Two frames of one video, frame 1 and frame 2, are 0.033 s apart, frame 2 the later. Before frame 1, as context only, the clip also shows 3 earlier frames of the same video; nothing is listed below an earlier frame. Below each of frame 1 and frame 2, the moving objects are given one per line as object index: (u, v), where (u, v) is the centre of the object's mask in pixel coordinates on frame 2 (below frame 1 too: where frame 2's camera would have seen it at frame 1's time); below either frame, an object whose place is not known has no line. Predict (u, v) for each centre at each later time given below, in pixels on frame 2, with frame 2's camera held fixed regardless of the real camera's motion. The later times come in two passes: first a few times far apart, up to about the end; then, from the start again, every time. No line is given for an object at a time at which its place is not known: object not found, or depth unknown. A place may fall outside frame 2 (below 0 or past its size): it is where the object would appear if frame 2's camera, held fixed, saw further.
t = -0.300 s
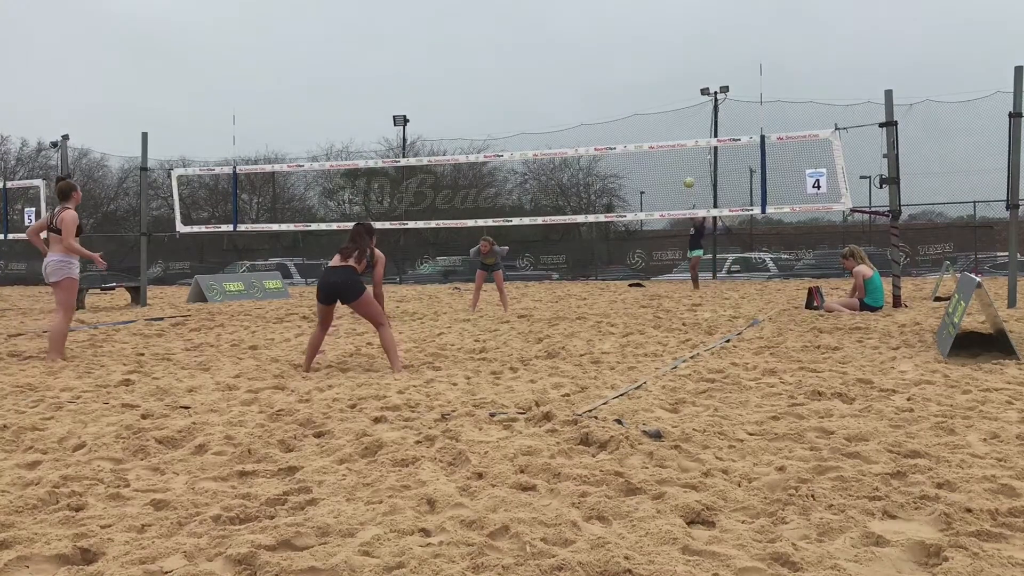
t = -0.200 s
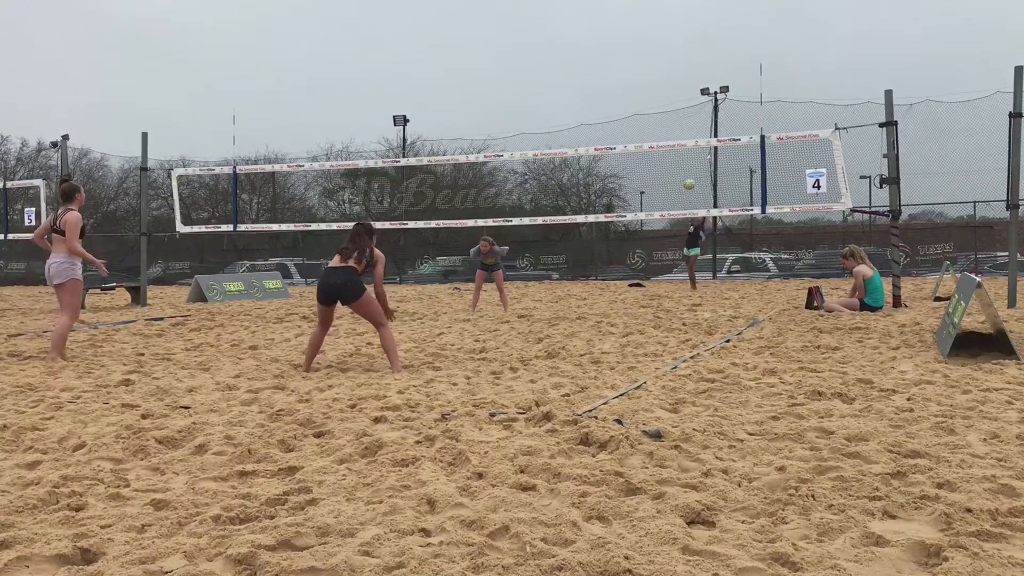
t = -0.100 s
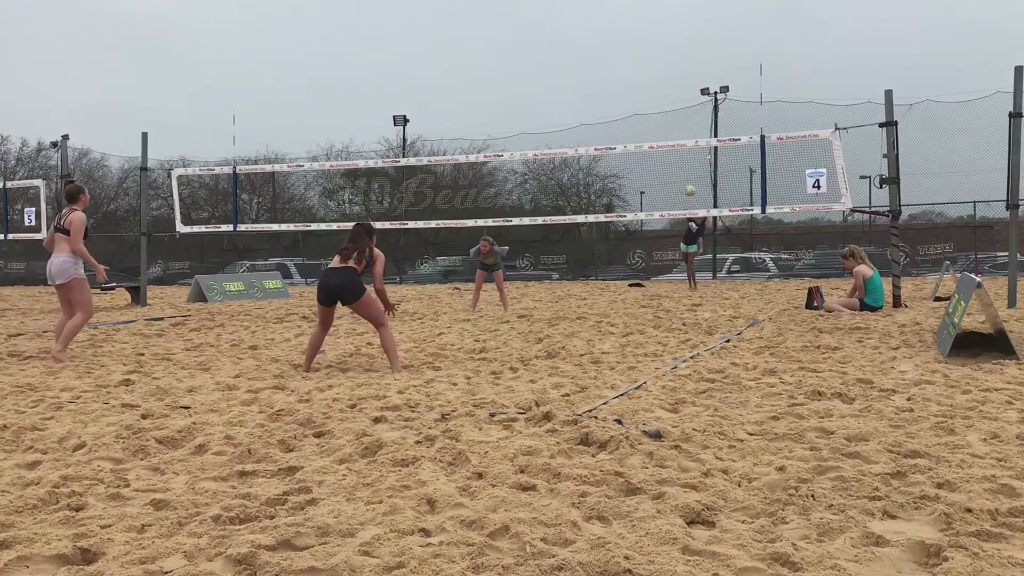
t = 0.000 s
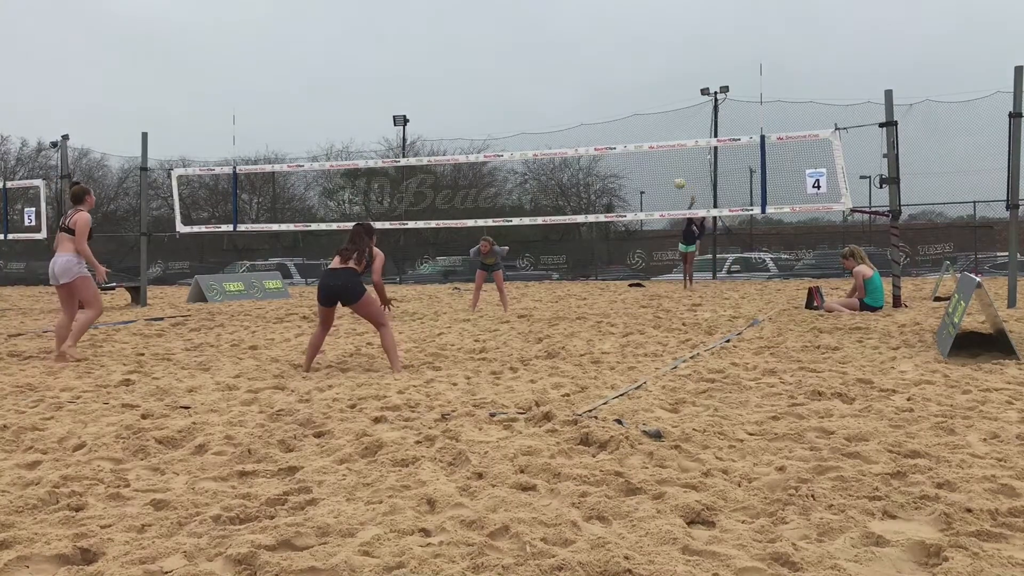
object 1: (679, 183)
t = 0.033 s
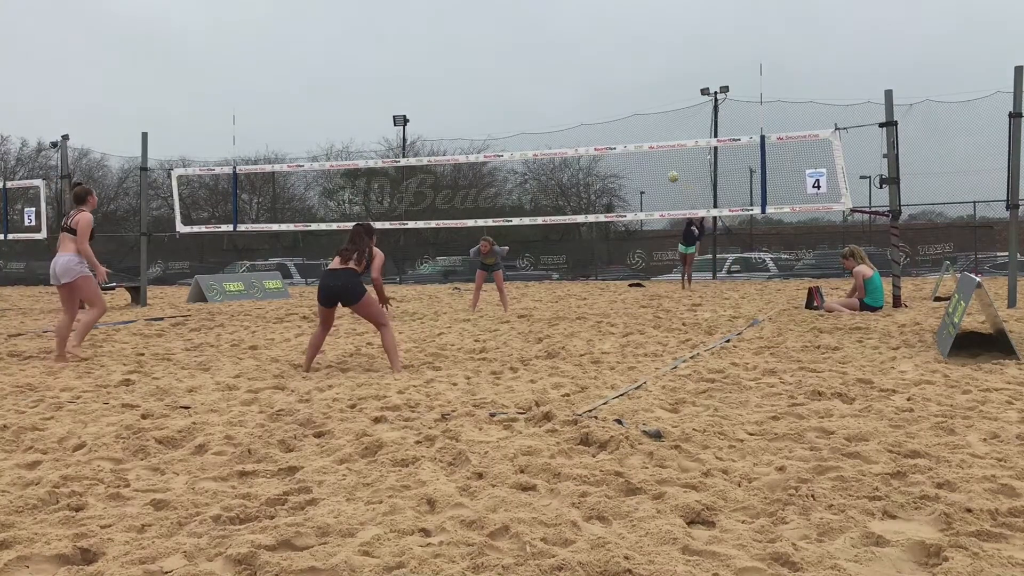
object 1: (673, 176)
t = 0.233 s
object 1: (629, 140)
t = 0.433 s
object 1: (574, 126)
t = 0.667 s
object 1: (484, 142)
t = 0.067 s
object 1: (666, 170)
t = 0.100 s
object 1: (659, 164)
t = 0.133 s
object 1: (652, 158)
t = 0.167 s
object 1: (644, 155)
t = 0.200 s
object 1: (638, 145)
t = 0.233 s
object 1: (629, 140)
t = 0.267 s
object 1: (621, 139)
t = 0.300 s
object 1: (613, 134)
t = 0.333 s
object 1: (604, 132)
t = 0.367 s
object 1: (595, 129)
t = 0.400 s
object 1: (585, 128)
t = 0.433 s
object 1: (574, 126)
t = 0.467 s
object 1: (563, 126)
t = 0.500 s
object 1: (552, 126)
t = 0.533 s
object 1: (540, 127)
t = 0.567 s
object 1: (527, 129)
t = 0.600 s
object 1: (513, 132)
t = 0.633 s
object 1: (499, 137)
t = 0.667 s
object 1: (484, 142)
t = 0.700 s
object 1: (468, 149)
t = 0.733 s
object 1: (451, 159)
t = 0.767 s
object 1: (432, 169)
